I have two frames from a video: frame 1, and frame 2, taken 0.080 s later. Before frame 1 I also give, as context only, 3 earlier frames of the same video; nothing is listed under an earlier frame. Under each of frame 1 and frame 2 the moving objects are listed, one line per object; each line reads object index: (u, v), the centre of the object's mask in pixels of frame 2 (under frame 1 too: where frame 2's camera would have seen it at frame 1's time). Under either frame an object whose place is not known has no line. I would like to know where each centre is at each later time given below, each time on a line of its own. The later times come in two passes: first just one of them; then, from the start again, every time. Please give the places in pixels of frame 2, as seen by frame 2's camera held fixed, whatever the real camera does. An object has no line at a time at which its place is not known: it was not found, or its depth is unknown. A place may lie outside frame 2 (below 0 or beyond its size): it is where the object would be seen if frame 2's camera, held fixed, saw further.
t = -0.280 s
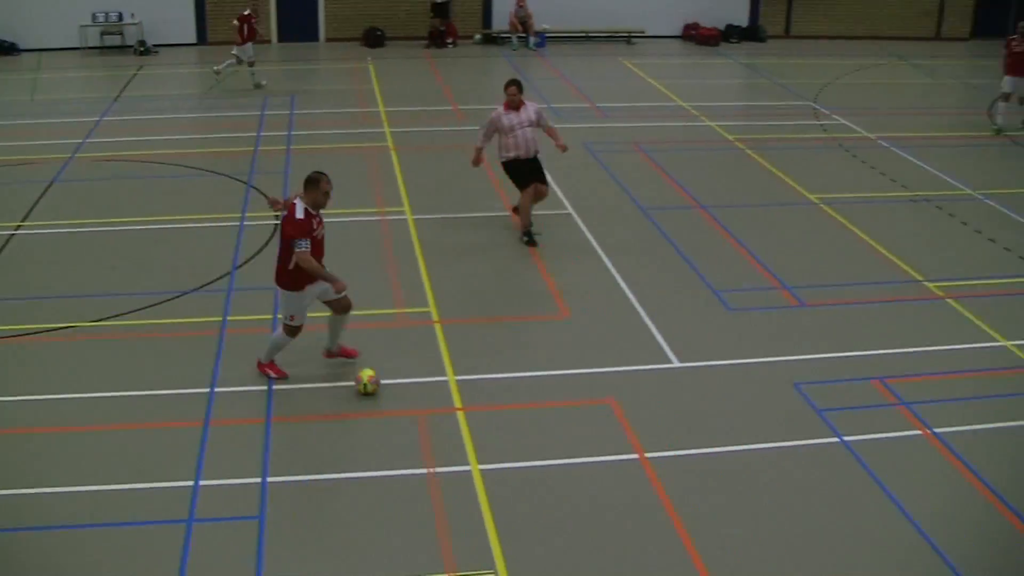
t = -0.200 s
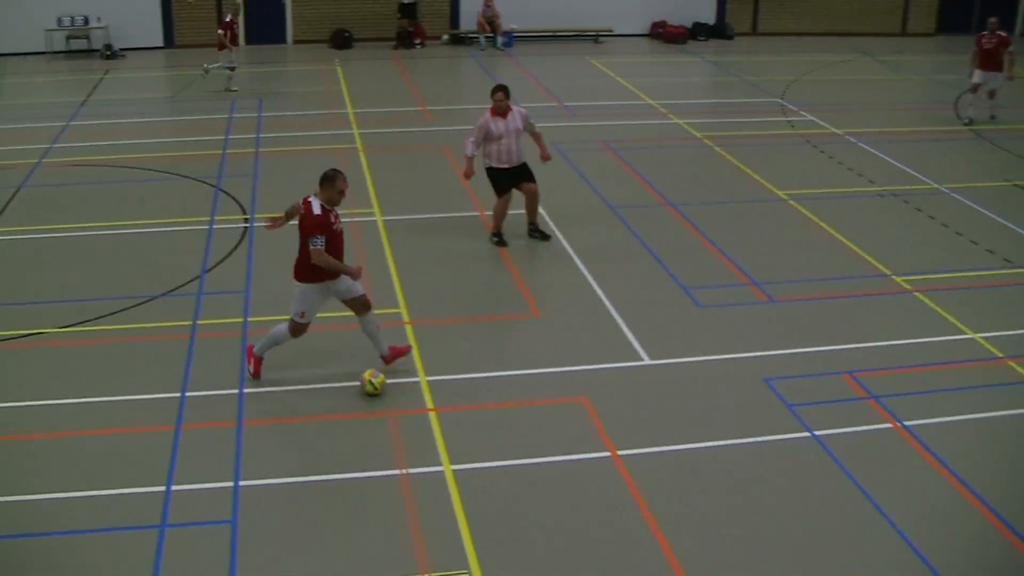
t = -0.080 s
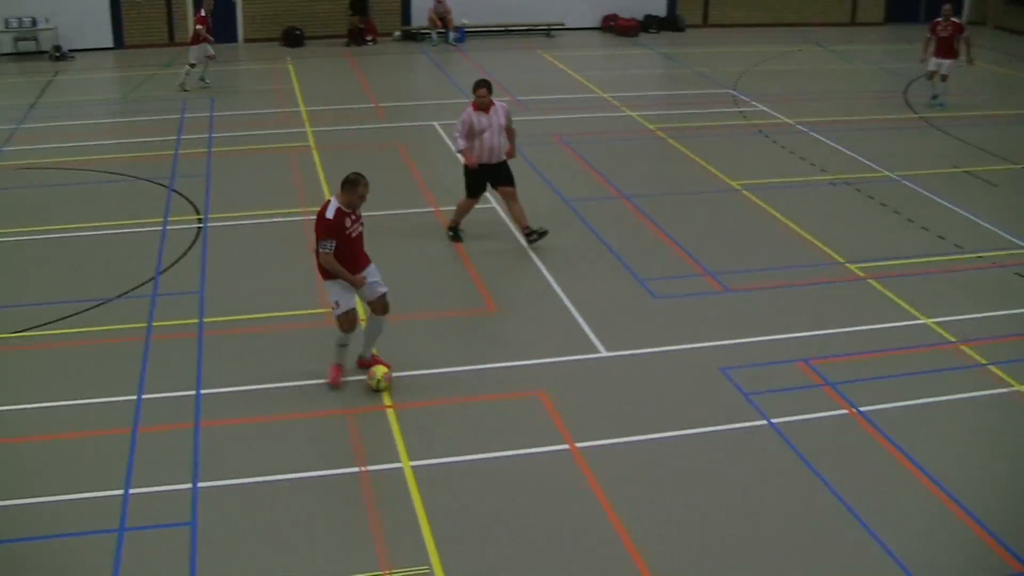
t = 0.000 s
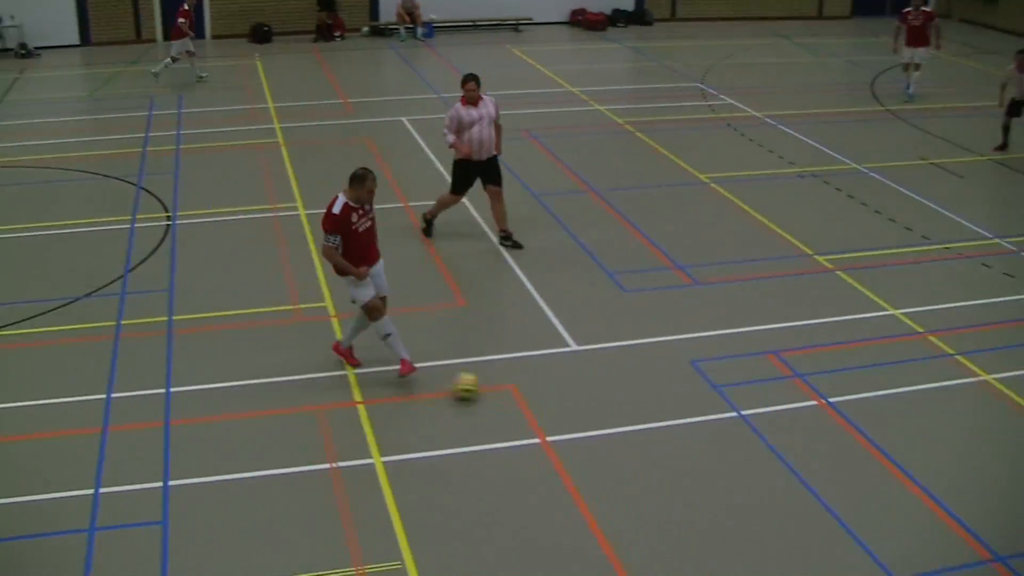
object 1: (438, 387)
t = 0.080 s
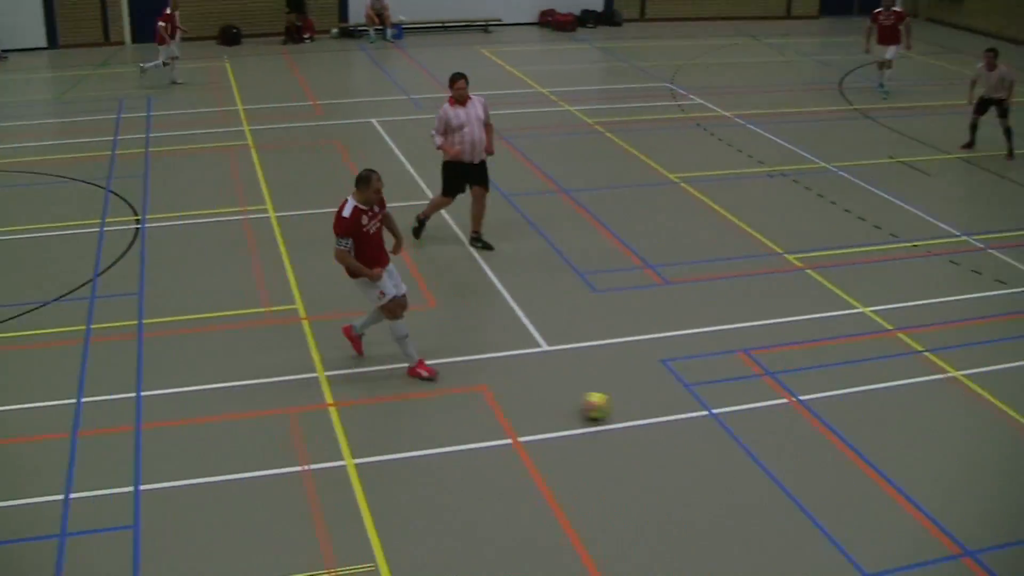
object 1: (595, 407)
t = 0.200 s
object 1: (825, 433)
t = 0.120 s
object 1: (672, 416)
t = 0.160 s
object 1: (748, 424)
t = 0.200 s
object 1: (825, 433)
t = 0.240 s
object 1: (902, 442)
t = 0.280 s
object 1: (976, 453)
